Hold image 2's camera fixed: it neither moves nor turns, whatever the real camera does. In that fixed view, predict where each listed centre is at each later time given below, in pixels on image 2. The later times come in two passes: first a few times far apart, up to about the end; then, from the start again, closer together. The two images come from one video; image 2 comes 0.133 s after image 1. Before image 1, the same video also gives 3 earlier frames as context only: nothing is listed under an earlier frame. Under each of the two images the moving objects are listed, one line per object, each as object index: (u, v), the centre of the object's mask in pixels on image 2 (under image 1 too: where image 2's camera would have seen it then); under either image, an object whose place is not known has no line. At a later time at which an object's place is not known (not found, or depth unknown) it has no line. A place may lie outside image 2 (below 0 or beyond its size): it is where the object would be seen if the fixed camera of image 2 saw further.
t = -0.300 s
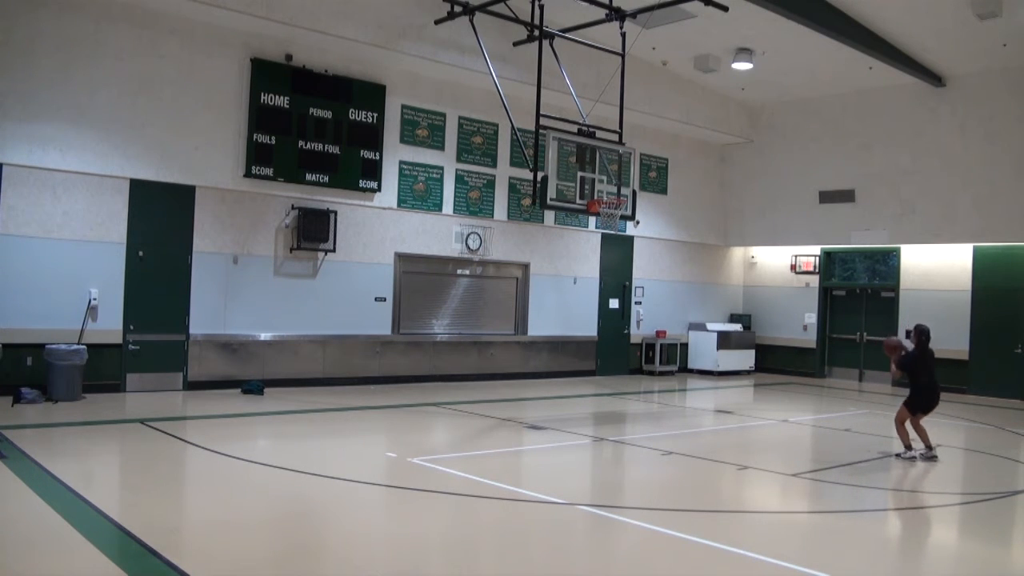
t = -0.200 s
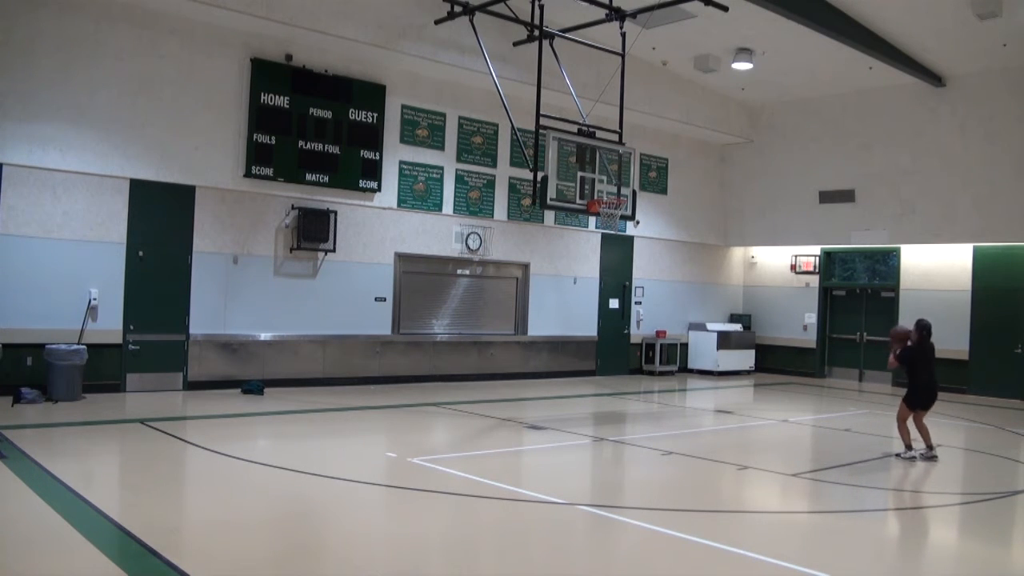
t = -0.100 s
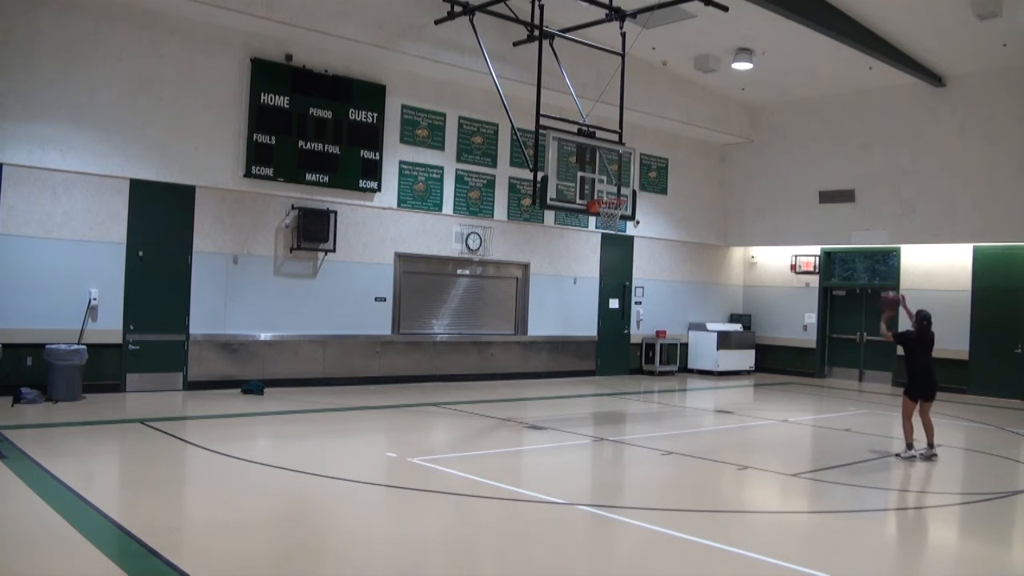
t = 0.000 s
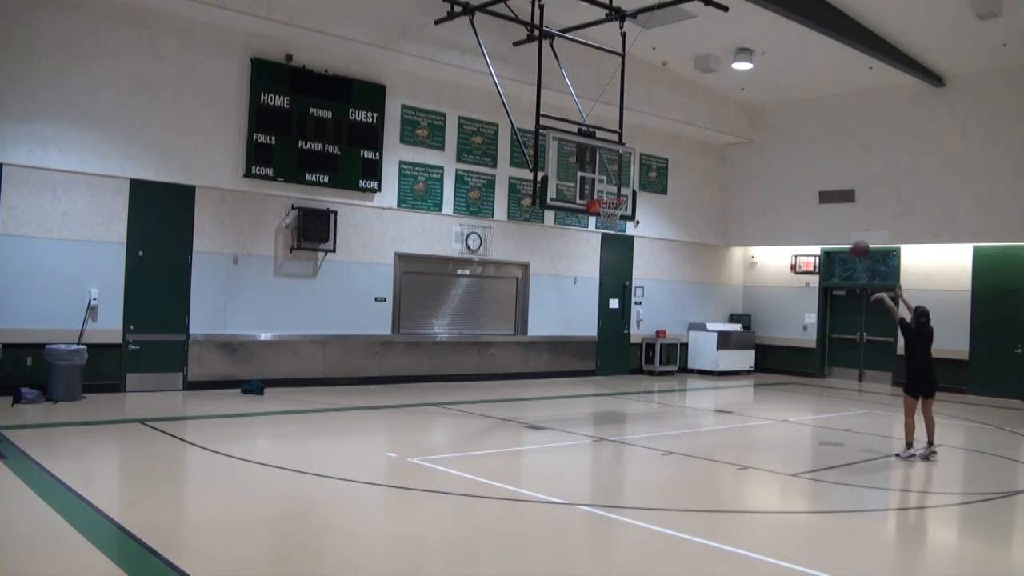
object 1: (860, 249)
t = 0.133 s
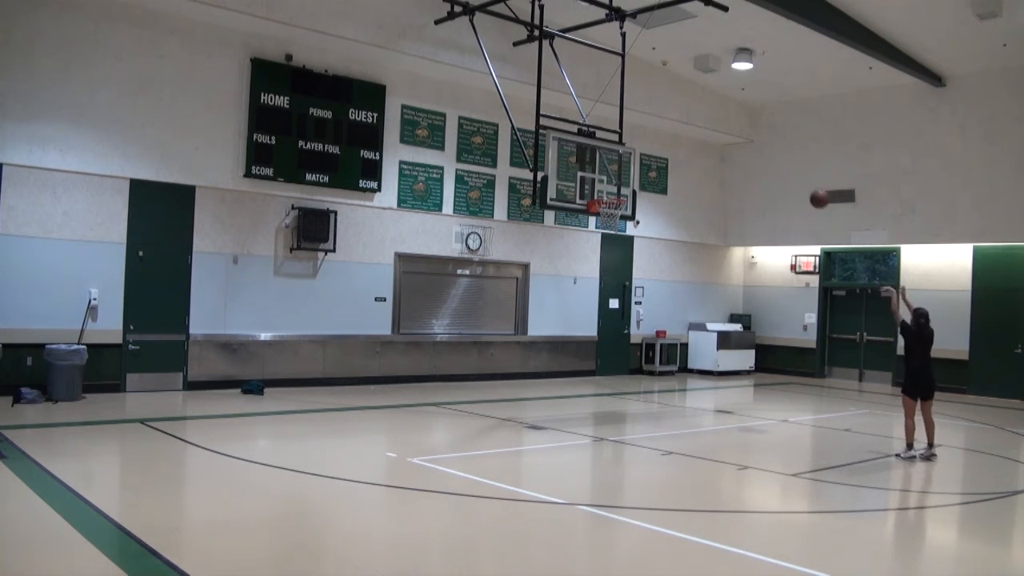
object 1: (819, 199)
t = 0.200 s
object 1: (798, 180)
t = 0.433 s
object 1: (733, 144)
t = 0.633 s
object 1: (682, 147)
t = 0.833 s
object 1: (633, 179)
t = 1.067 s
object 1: (601, 214)
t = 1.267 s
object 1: (602, 228)
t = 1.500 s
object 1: (602, 279)
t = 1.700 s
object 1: (603, 352)
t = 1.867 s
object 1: (605, 387)
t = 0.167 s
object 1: (808, 189)
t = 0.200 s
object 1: (798, 180)
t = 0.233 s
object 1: (789, 172)
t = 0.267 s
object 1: (779, 164)
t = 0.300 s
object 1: (770, 159)
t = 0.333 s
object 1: (760, 153)
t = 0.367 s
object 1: (751, 149)
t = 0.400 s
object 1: (742, 146)
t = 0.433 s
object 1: (733, 144)
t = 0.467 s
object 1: (725, 142)
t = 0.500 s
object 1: (716, 141)
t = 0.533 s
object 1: (707, 142)
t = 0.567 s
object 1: (699, 143)
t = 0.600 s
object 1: (690, 144)
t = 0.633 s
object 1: (682, 147)
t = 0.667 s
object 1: (674, 150)
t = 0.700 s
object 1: (666, 154)
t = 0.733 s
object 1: (658, 160)
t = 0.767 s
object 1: (649, 164)
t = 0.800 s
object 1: (642, 171)
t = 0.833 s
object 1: (633, 179)
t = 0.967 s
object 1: (604, 208)
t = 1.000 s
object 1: (601, 216)
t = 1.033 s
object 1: (601, 216)
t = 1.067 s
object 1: (601, 214)
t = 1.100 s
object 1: (601, 214)
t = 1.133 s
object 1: (601, 215)
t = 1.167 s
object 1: (602, 218)
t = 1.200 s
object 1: (602, 222)
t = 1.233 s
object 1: (602, 223)
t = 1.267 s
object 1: (602, 228)
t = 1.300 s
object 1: (602, 233)
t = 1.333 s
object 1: (603, 239)
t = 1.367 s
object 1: (603, 245)
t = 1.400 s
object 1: (603, 253)
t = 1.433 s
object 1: (603, 261)
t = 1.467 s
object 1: (603, 270)
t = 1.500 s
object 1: (602, 279)
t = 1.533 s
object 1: (602, 289)
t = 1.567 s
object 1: (603, 301)
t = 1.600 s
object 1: (603, 313)
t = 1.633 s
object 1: (604, 325)
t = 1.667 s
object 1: (603, 338)
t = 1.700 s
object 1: (603, 352)
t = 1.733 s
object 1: (604, 366)
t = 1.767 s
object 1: (602, 383)
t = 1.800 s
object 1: (601, 399)
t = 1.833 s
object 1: (603, 399)
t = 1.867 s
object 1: (605, 387)
